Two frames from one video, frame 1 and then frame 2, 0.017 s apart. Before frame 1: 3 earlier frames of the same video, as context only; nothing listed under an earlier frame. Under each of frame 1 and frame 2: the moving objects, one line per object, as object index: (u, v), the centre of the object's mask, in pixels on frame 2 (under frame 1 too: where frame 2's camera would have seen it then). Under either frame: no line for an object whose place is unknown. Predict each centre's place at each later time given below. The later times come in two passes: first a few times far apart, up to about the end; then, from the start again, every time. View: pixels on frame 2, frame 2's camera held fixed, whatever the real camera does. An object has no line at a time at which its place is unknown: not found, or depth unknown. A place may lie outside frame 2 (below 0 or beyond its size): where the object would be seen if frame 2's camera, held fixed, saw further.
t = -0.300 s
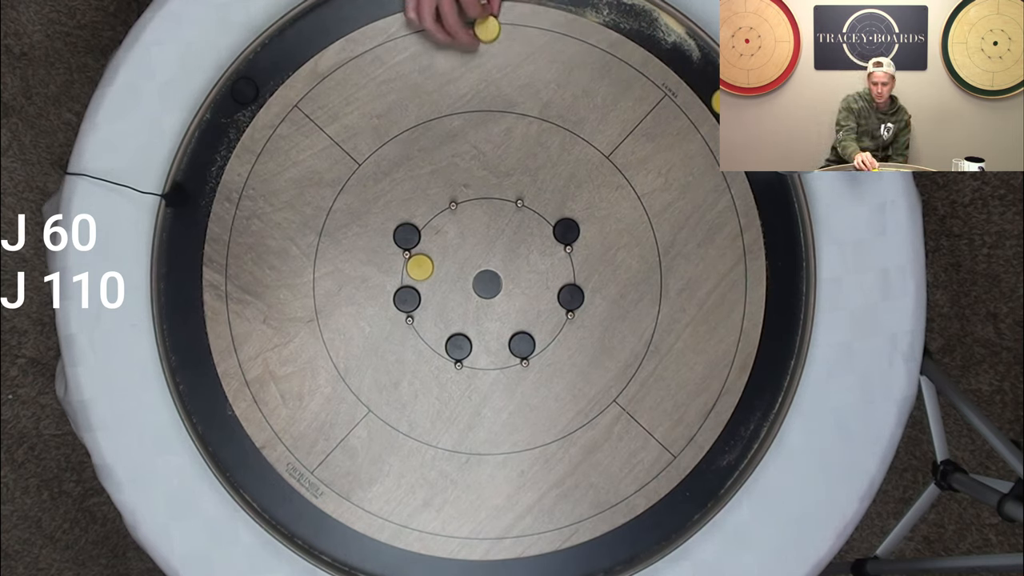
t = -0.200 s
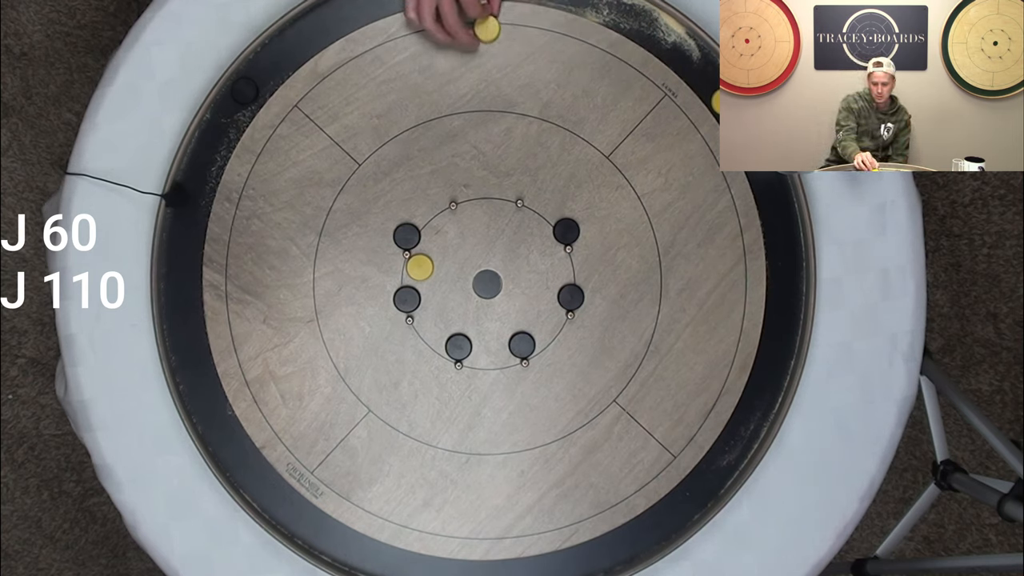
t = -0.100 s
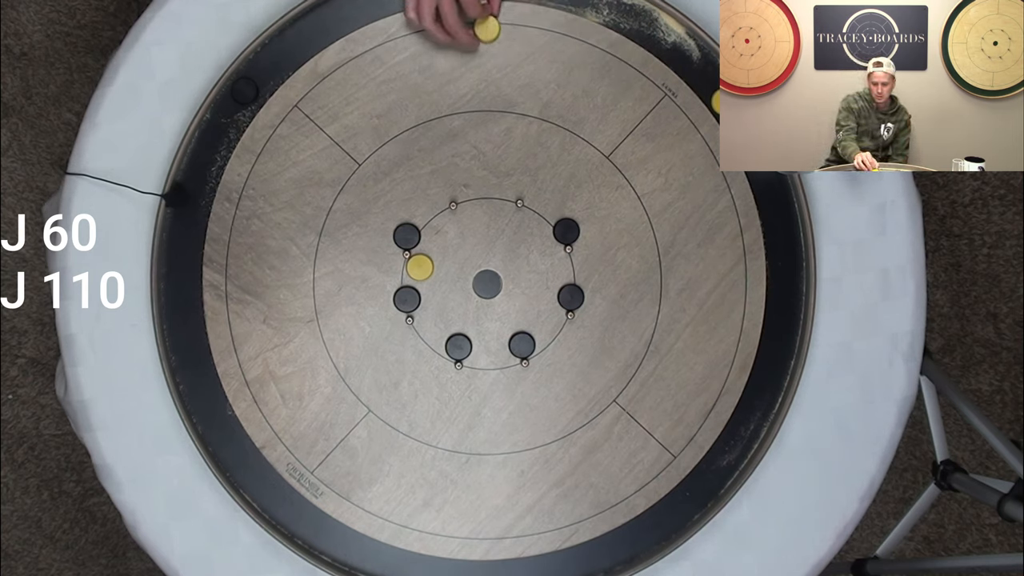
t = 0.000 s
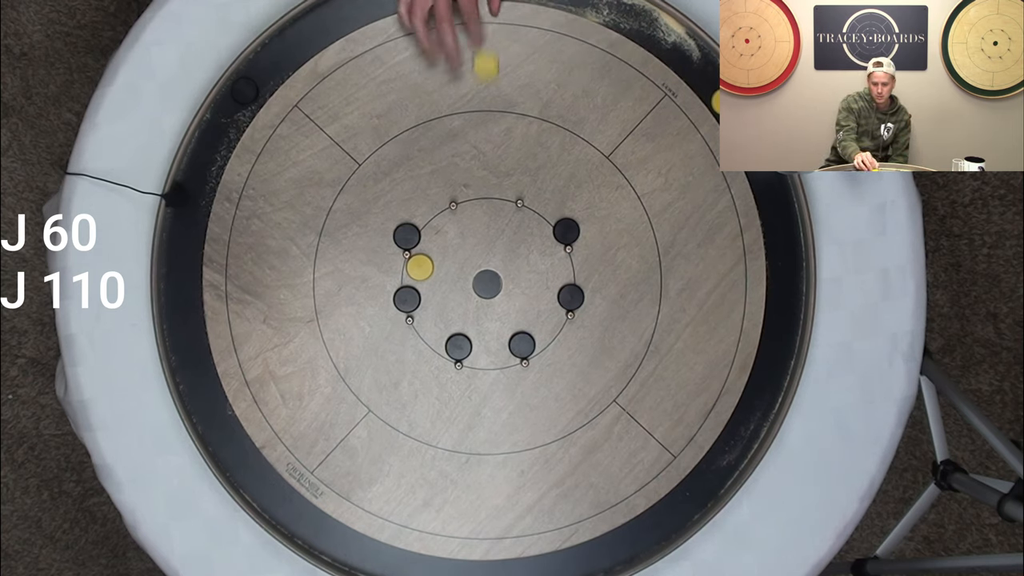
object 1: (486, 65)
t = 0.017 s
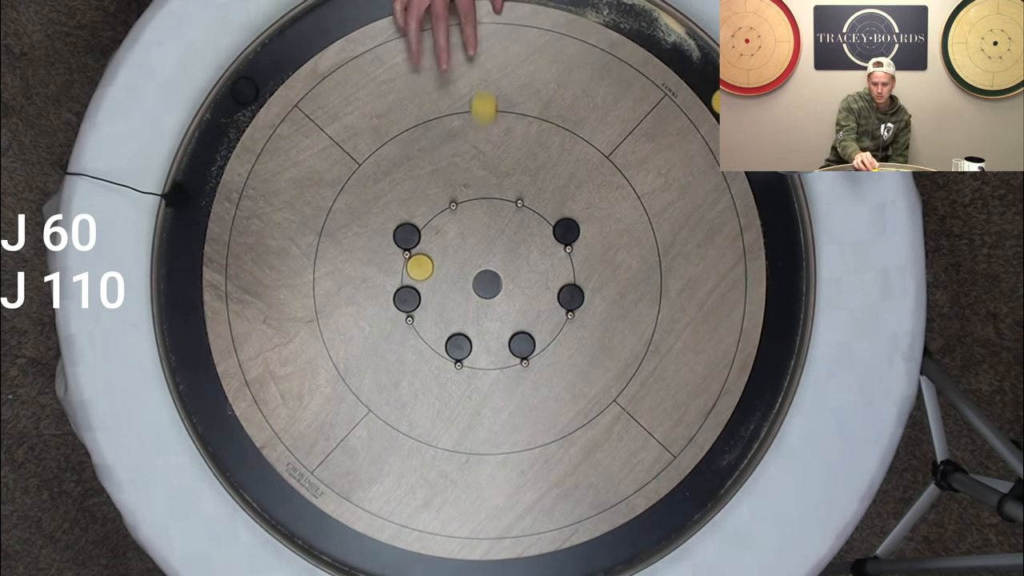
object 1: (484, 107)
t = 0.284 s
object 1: (519, 288)
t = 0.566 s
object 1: (501, 234)
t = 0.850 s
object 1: (494, 217)
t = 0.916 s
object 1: (494, 217)
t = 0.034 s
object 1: (482, 150)
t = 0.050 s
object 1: (479, 190)
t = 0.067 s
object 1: (477, 231)
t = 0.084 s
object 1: (475, 274)
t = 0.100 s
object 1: (473, 313)
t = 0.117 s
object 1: (485, 327)
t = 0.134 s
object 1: (501, 328)
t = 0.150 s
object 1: (507, 324)
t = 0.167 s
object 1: (512, 319)
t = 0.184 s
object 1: (517, 315)
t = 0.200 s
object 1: (522, 310)
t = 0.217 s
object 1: (522, 306)
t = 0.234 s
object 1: (522, 300)
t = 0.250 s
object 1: (521, 296)
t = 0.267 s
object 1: (520, 292)
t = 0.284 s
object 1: (519, 288)
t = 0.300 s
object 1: (518, 284)
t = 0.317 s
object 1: (517, 280)
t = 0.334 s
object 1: (516, 276)
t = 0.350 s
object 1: (515, 273)
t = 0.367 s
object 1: (513, 269)
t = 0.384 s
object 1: (512, 266)
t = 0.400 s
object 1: (511, 262)
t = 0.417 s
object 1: (510, 259)
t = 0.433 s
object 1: (509, 256)
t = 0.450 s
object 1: (508, 253)
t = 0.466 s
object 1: (507, 250)
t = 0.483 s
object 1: (506, 247)
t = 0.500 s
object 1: (505, 244)
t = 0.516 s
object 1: (504, 241)
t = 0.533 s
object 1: (503, 239)
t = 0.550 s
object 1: (502, 236)
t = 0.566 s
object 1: (501, 234)
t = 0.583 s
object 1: (500, 231)
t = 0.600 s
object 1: (500, 230)
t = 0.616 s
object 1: (499, 228)
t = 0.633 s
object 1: (498, 226)
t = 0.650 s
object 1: (498, 224)
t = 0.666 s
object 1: (497, 223)
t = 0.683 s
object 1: (497, 222)
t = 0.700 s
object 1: (496, 220)
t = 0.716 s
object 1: (496, 220)
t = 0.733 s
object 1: (495, 219)
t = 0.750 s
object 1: (495, 218)
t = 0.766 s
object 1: (495, 218)
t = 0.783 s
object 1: (495, 218)
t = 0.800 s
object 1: (495, 217)
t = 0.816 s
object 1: (495, 217)
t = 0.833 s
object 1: (494, 217)
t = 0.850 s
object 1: (494, 217)
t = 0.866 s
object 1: (494, 217)
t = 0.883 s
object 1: (494, 217)
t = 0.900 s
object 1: (494, 217)
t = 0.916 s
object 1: (494, 217)
